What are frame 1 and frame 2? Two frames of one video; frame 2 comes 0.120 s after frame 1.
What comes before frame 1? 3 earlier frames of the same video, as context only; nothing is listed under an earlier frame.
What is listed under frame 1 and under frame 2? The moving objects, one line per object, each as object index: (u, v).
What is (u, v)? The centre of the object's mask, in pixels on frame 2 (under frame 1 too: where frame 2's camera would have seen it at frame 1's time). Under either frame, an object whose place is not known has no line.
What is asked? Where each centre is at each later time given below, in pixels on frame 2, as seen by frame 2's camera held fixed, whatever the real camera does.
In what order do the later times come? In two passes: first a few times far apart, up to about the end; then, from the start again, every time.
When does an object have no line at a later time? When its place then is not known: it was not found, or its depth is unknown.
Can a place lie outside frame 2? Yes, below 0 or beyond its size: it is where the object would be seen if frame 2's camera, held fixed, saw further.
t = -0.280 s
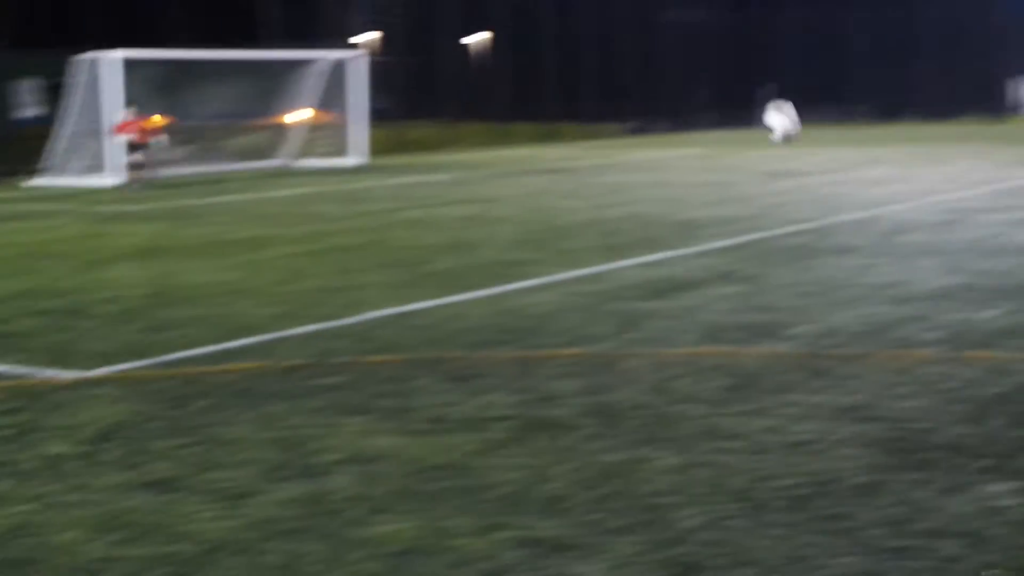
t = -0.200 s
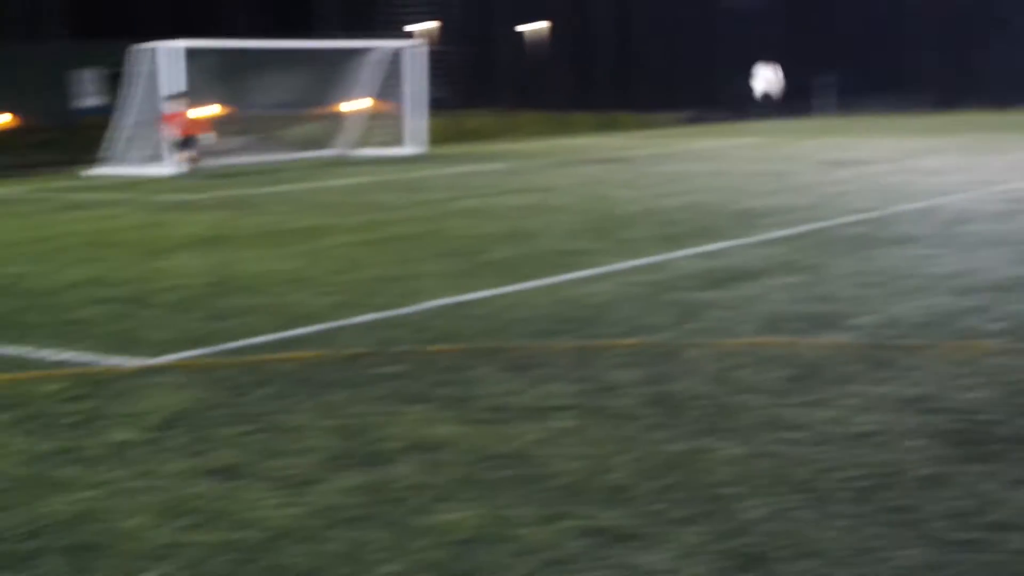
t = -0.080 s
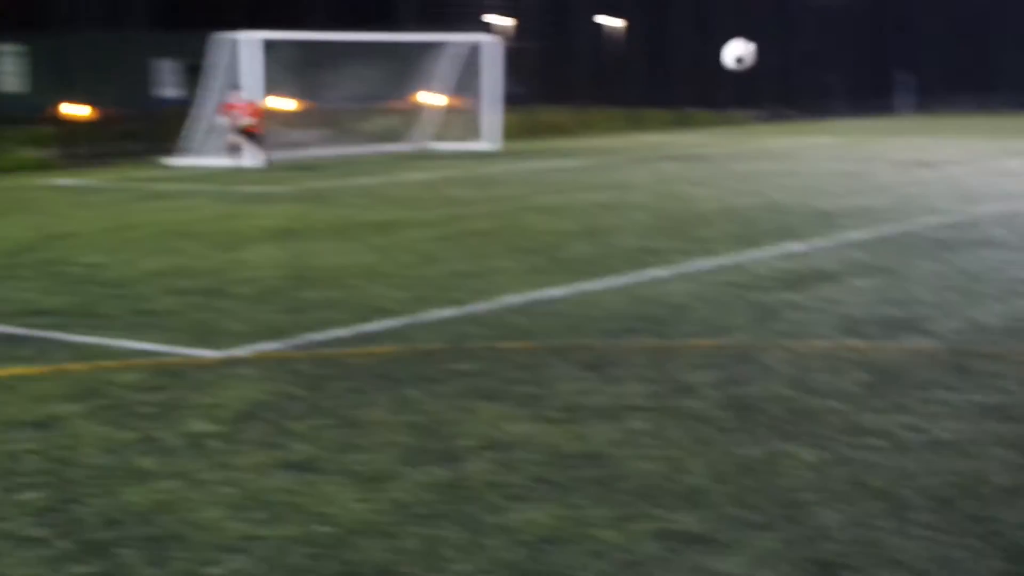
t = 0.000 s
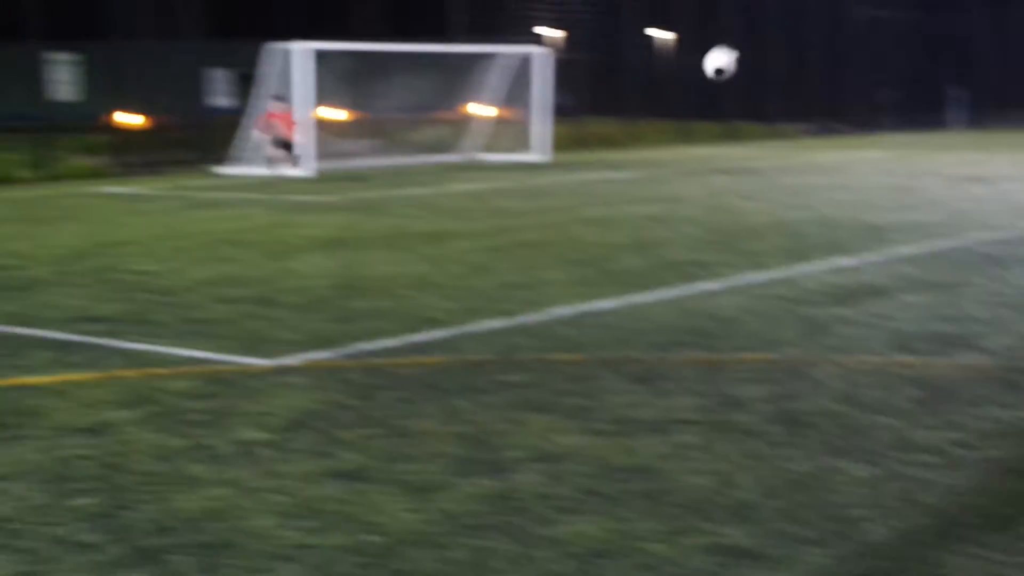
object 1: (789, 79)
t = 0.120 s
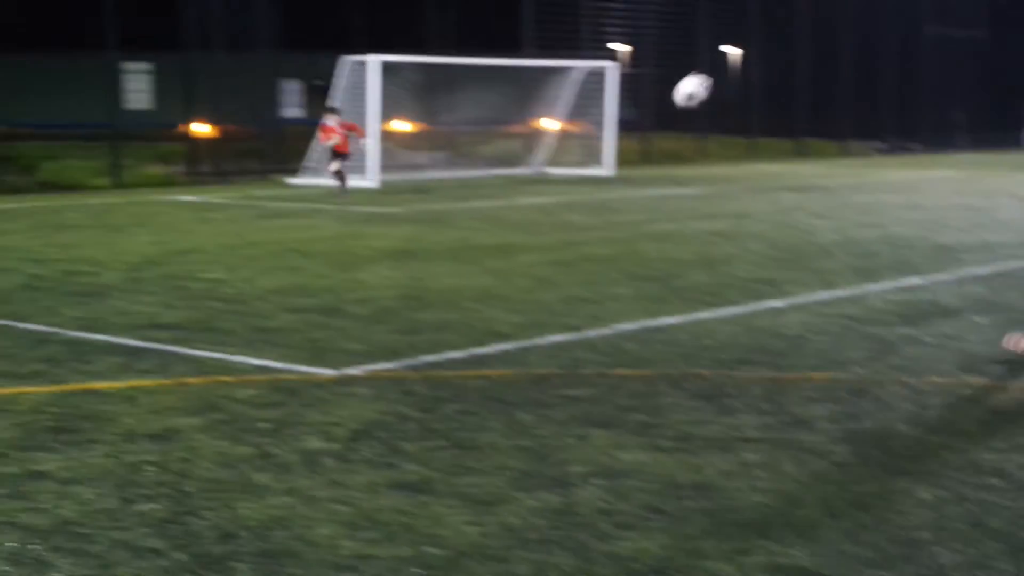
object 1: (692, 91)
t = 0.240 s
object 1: (602, 121)
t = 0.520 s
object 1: (416, 259)
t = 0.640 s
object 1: (342, 259)
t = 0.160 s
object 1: (662, 99)
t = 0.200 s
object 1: (633, 109)
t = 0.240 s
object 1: (602, 121)
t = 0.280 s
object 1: (574, 133)
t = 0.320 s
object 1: (546, 151)
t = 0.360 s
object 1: (518, 169)
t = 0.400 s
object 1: (491, 189)
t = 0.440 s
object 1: (466, 211)
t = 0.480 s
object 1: (441, 233)
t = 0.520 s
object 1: (416, 259)
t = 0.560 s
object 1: (394, 282)
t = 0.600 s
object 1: (366, 275)
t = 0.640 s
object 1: (342, 259)
